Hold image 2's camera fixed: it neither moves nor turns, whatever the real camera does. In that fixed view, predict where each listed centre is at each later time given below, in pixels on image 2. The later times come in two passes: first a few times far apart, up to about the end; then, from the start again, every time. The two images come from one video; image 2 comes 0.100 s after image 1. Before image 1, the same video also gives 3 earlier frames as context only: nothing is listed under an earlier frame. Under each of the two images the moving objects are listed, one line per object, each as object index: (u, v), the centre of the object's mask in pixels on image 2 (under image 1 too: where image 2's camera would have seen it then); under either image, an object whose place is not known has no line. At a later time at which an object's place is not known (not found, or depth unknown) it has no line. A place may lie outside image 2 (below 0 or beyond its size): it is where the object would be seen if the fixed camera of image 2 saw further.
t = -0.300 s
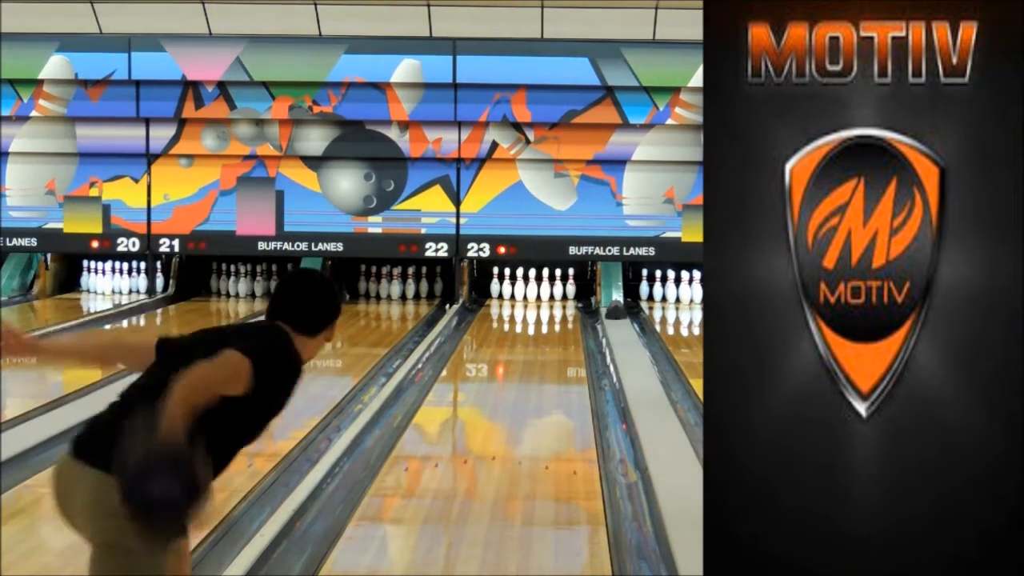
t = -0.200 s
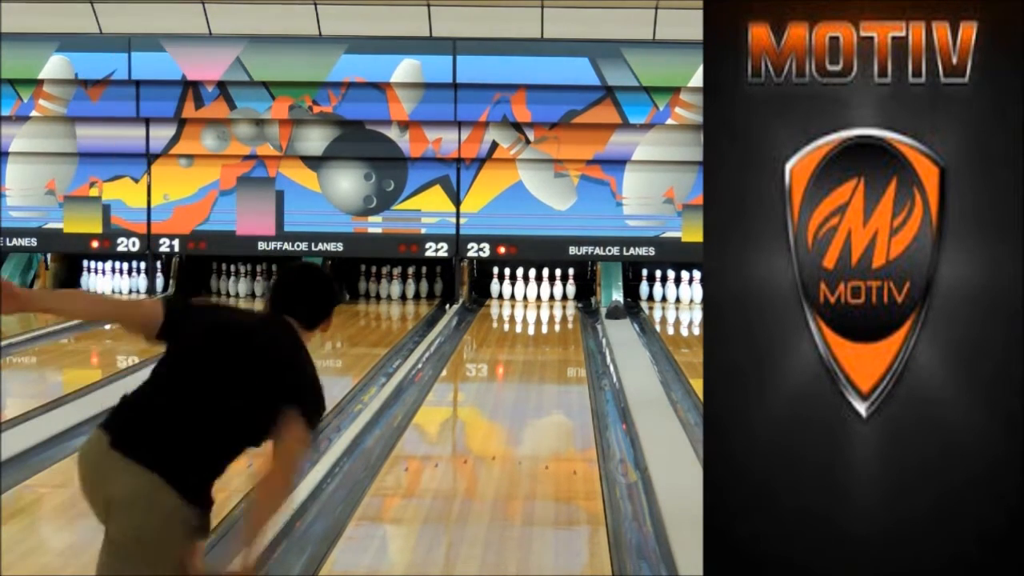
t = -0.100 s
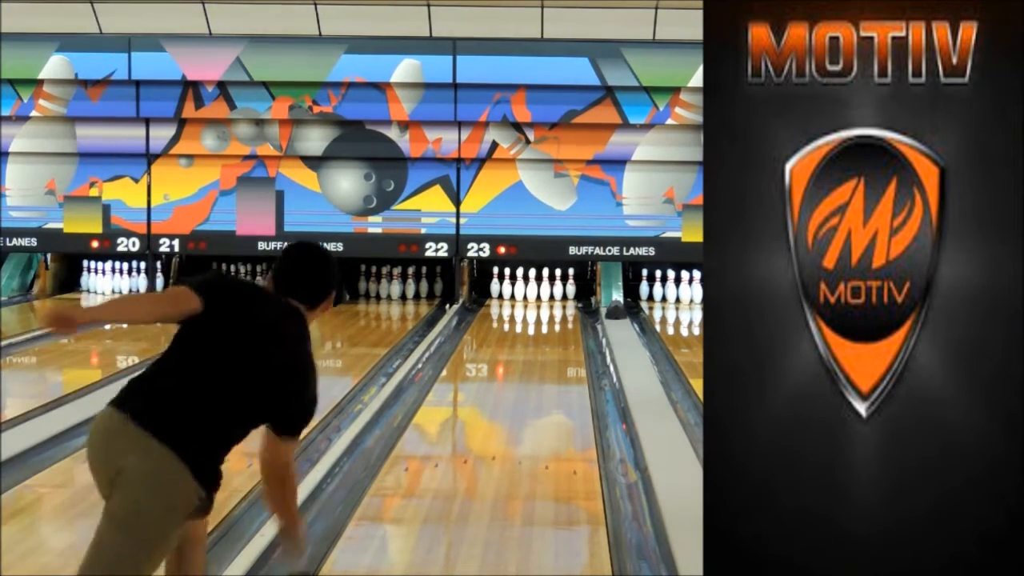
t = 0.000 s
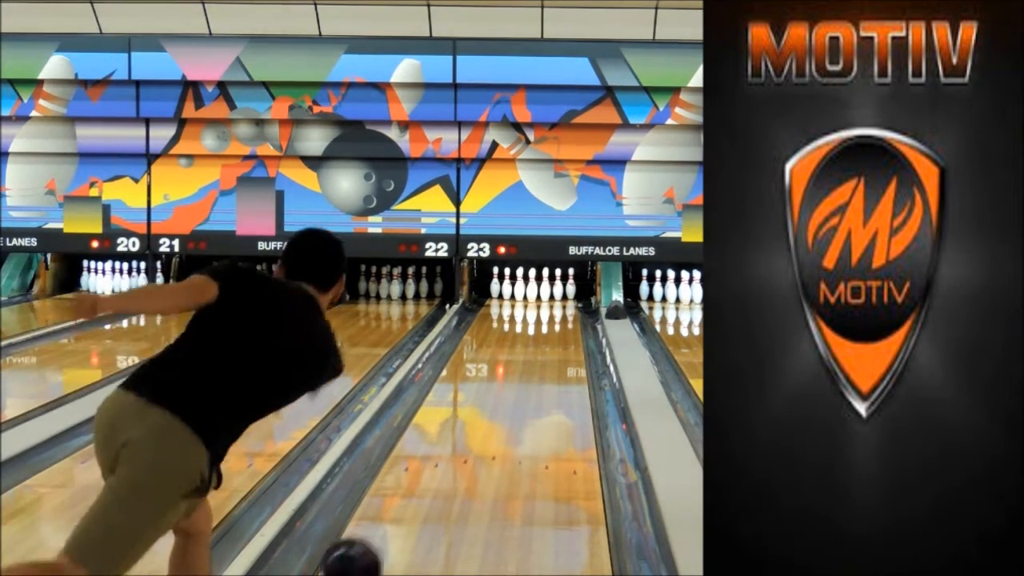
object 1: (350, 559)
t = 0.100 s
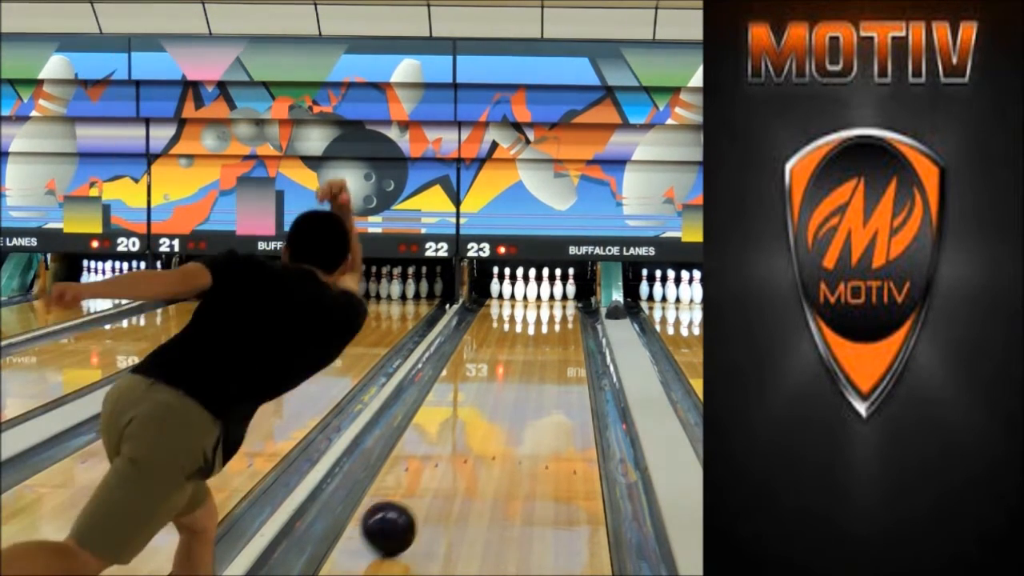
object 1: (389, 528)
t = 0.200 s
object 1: (419, 494)
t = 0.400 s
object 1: (463, 444)
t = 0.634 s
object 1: (498, 403)
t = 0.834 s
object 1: (520, 378)
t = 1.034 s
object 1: (537, 356)
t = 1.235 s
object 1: (549, 340)
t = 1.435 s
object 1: (557, 326)
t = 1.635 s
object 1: (559, 315)
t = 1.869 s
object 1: (553, 304)
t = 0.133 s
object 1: (399, 517)
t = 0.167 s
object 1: (409, 505)
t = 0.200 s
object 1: (419, 494)
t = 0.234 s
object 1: (427, 485)
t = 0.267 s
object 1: (435, 475)
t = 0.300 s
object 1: (443, 467)
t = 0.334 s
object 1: (450, 458)
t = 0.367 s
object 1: (457, 451)
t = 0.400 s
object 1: (463, 444)
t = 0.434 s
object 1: (468, 437)
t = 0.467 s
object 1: (474, 430)
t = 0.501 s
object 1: (480, 424)
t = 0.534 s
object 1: (485, 419)
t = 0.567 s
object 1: (490, 413)
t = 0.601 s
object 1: (494, 408)
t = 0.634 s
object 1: (498, 403)
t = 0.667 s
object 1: (502, 398)
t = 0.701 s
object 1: (506, 393)
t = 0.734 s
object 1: (510, 389)
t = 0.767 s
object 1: (514, 385)
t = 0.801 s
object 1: (517, 381)
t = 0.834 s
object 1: (520, 378)
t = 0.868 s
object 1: (523, 373)
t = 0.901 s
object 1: (526, 369)
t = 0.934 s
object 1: (529, 366)
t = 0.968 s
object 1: (532, 363)
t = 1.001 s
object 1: (534, 359)
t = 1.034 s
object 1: (537, 356)
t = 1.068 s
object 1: (539, 354)
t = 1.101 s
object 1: (541, 351)
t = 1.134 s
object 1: (544, 347)
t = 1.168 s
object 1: (546, 345)
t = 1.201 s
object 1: (548, 343)
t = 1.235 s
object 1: (549, 340)
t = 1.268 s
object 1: (551, 337)
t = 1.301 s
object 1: (552, 335)
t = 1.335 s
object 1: (554, 333)
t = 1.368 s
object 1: (555, 331)
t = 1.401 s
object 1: (556, 328)
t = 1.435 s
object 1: (557, 326)
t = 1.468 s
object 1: (558, 324)
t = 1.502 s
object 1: (558, 322)
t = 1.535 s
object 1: (559, 320)
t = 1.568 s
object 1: (559, 318)
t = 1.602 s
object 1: (559, 316)
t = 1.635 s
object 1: (559, 315)
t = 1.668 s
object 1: (558, 313)
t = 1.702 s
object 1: (558, 312)
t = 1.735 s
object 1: (557, 310)
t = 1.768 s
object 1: (556, 309)
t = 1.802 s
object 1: (555, 307)
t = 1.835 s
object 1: (554, 306)
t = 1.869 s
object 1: (553, 304)
